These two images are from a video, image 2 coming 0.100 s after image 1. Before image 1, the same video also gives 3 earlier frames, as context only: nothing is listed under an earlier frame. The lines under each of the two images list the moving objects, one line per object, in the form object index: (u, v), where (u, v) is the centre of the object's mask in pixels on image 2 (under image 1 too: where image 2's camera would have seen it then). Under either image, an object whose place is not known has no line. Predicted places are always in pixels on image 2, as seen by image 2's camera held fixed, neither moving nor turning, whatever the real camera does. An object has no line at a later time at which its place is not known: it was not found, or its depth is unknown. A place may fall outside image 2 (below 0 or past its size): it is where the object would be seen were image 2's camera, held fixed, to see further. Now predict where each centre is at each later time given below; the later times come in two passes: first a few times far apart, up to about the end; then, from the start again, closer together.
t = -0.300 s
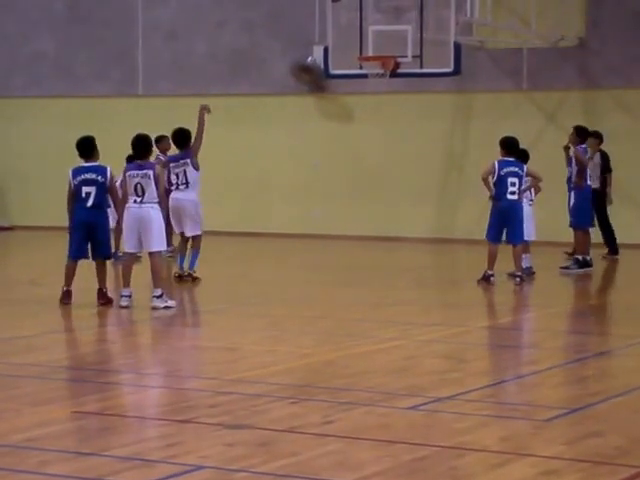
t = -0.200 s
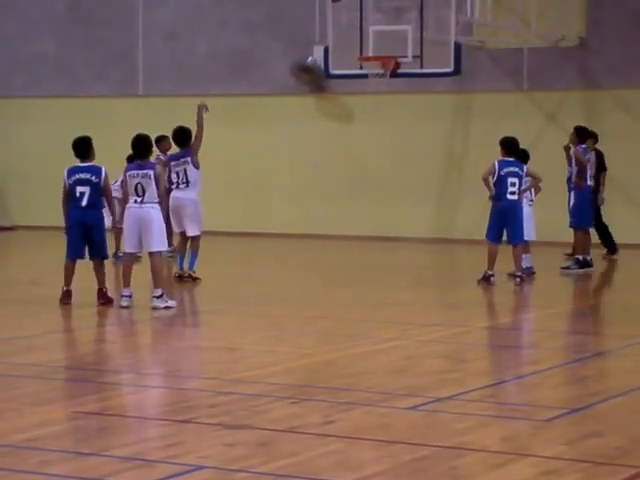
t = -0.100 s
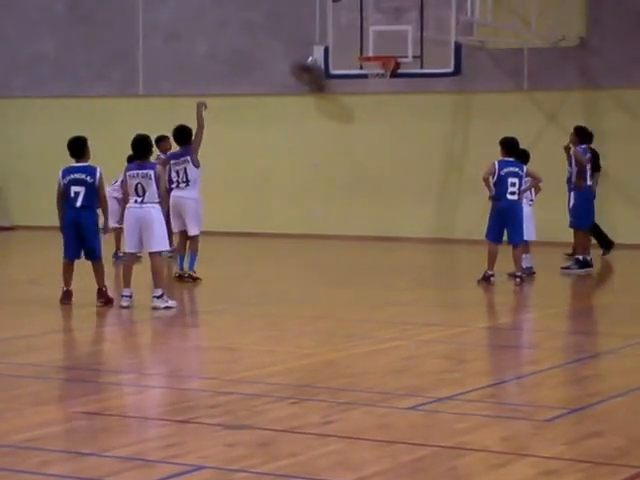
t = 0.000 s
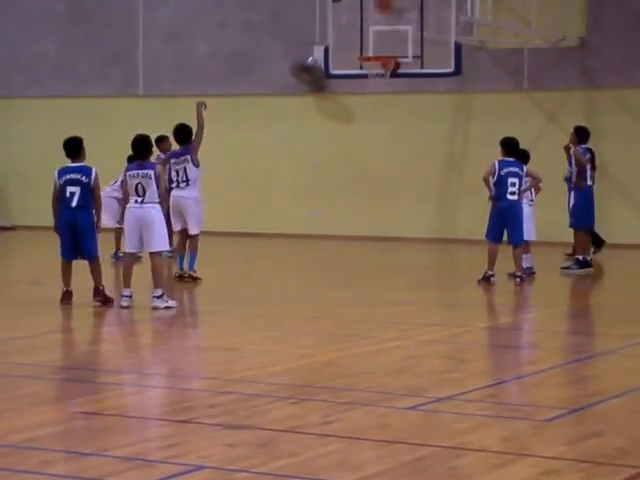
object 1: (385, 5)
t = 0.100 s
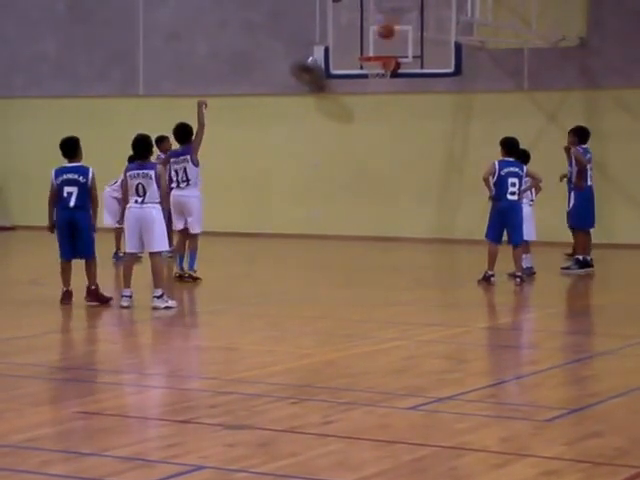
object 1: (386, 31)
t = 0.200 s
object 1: (380, 56)
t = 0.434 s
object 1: (370, 79)
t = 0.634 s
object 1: (368, 110)
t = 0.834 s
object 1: (367, 173)
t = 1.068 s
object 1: (368, 230)
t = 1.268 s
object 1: (373, 170)
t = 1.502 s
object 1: (377, 139)
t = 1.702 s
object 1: (380, 145)
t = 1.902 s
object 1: (382, 181)
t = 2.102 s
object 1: (386, 244)
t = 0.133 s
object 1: (382, 40)
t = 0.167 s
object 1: (380, 50)
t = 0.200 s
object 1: (380, 56)
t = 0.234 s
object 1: (373, 70)
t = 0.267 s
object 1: (374, 71)
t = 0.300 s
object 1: (373, 70)
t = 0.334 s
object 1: (373, 70)
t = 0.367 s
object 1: (371, 71)
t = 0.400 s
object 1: (370, 78)
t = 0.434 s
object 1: (370, 79)
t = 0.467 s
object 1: (370, 82)
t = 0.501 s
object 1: (369, 86)
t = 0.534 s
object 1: (369, 90)
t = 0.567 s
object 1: (368, 99)
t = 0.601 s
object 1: (368, 103)
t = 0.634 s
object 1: (368, 110)
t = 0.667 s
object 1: (369, 119)
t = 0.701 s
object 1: (369, 128)
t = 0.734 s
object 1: (368, 137)
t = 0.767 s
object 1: (368, 149)
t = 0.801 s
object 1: (368, 161)
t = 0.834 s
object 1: (367, 173)
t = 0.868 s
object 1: (367, 186)
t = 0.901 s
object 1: (367, 200)
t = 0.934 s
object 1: (367, 215)
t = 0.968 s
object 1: (367, 231)
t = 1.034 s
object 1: (367, 243)
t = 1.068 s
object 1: (368, 230)
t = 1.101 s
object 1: (369, 219)
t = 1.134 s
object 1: (369, 207)
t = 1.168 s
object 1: (370, 197)
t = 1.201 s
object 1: (371, 187)
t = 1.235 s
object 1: (372, 178)
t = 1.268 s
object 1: (373, 170)
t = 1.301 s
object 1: (373, 163)
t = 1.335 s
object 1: (374, 157)
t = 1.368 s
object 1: (374, 151)
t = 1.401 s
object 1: (375, 147)
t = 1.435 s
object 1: (375, 144)
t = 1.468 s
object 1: (376, 141)
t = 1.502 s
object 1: (377, 139)
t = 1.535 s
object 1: (377, 138)
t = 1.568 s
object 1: (378, 137)
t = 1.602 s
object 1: (379, 138)
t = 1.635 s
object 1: (379, 139)
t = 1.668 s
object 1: (380, 143)
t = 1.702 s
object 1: (380, 145)
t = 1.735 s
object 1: (381, 149)
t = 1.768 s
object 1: (381, 154)
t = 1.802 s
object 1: (381, 160)
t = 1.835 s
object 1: (381, 166)
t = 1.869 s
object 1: (382, 173)
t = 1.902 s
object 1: (382, 181)
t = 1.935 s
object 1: (383, 190)
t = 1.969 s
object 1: (383, 199)
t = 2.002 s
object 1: (384, 209)
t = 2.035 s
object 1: (385, 220)
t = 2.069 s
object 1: (385, 232)
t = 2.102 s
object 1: (386, 244)
